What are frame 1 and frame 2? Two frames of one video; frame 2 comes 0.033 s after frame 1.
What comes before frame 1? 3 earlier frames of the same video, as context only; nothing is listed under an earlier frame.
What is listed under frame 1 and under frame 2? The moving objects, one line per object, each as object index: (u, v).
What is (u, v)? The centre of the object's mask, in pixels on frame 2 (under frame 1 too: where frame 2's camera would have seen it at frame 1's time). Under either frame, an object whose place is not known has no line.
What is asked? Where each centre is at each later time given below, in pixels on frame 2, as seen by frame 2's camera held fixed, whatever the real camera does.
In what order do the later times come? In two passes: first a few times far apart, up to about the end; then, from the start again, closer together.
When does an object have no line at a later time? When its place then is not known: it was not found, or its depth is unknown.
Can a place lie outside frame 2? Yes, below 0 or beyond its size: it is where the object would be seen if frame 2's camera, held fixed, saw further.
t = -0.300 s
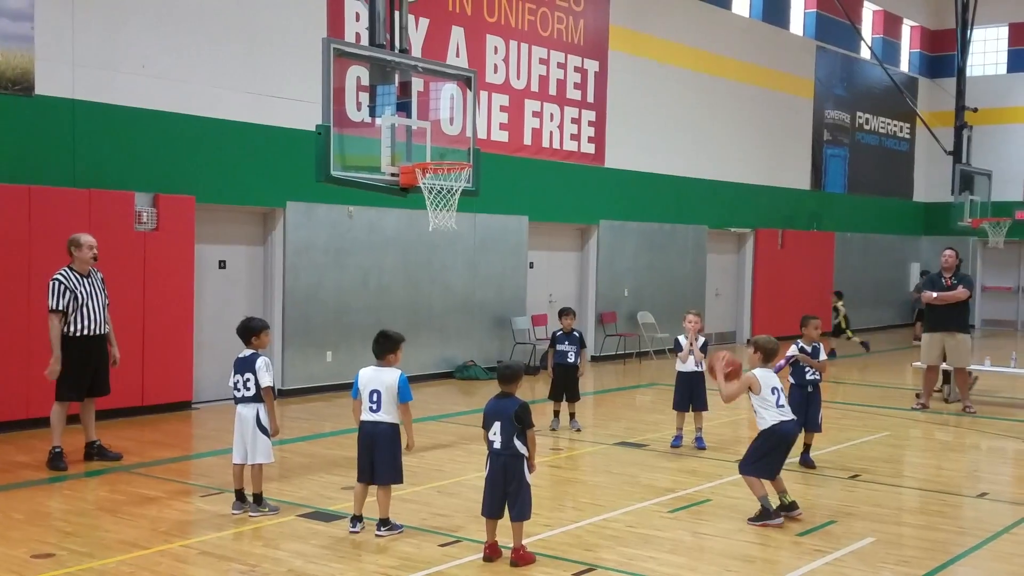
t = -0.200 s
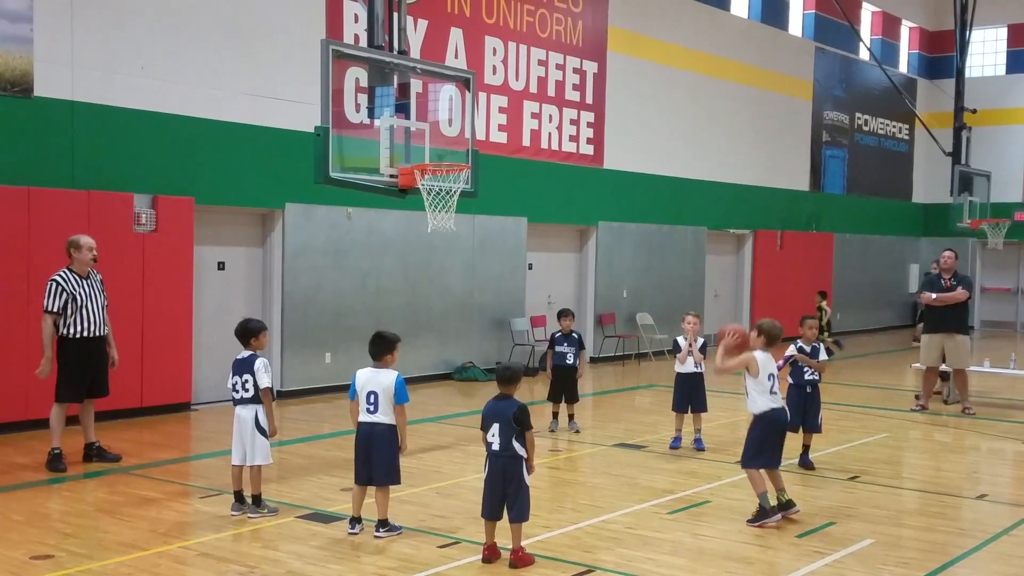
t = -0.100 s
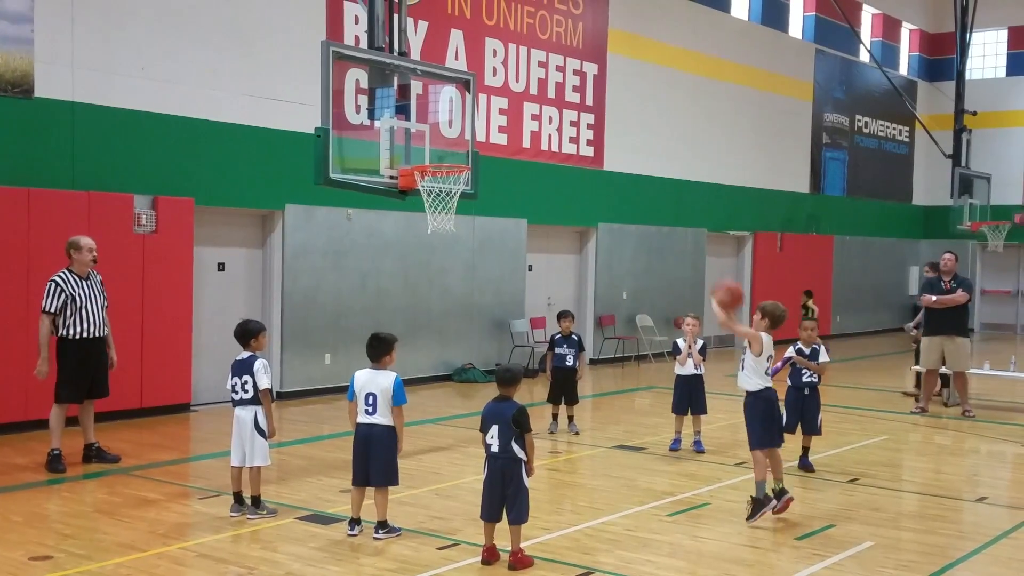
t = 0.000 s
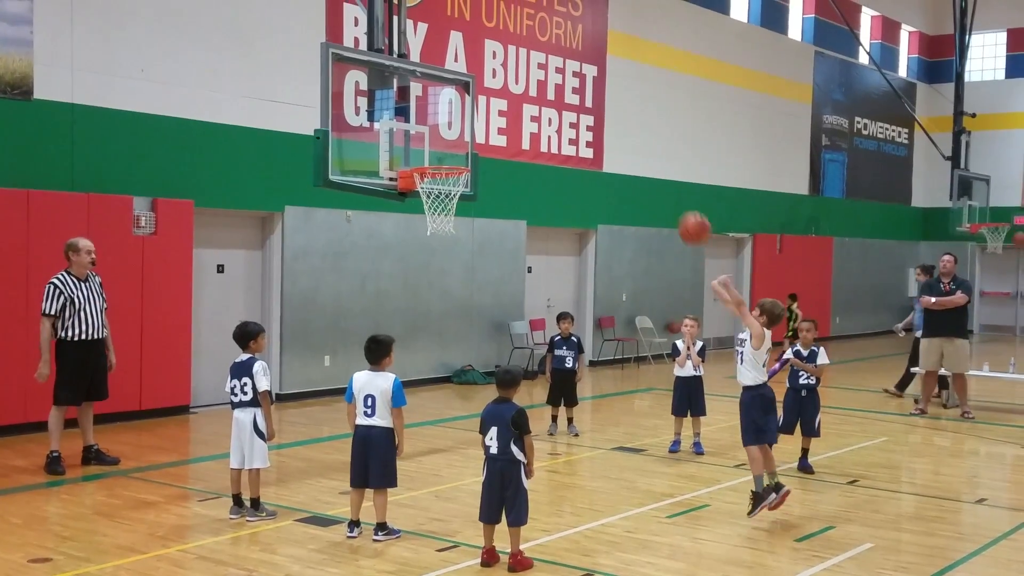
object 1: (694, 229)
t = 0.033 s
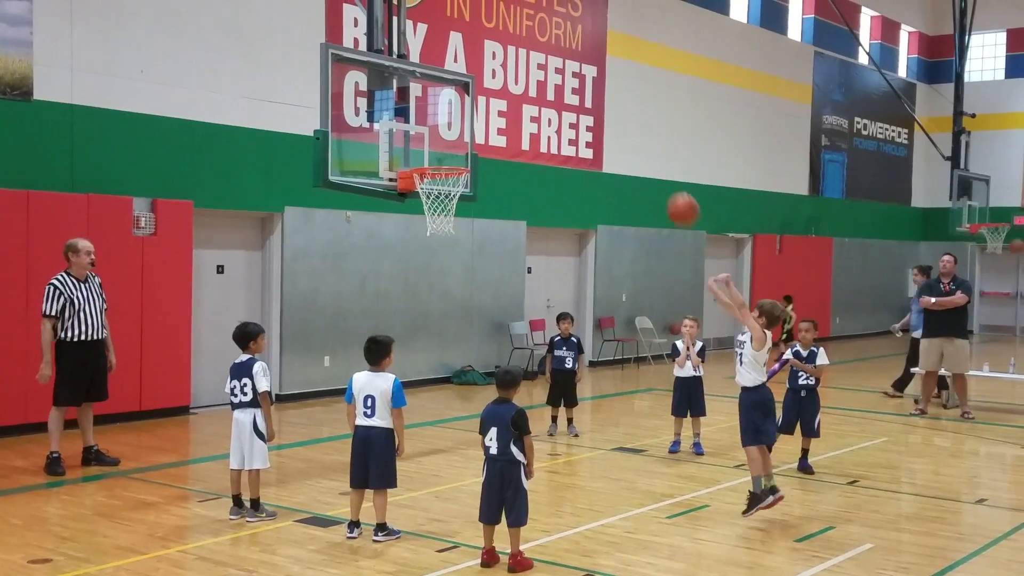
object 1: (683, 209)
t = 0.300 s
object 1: (595, 111)
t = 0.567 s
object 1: (514, 108)
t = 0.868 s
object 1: (442, 161)
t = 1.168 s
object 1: (447, 162)
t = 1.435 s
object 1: (455, 210)
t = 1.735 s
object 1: (433, 309)
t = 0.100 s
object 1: (660, 176)
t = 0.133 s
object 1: (649, 161)
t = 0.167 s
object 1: (638, 148)
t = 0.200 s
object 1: (627, 137)
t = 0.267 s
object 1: (605, 118)
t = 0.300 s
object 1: (595, 111)
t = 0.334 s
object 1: (584, 105)
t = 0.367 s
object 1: (574, 102)
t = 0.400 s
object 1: (564, 100)
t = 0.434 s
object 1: (554, 99)
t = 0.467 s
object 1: (544, 99)
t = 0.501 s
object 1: (534, 101)
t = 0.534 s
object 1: (524, 105)
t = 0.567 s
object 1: (514, 108)
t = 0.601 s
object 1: (506, 114)
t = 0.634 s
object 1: (496, 122)
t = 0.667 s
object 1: (486, 131)
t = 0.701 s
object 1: (477, 140)
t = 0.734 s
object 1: (467, 152)
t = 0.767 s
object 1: (460, 157)
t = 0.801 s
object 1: (454, 158)
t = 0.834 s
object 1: (449, 159)
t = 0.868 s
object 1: (442, 161)
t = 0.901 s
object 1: (436, 162)
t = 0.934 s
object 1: (432, 161)
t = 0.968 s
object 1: (427, 162)
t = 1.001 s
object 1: (428, 164)
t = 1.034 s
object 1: (430, 160)
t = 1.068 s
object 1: (435, 160)
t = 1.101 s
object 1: (439, 161)
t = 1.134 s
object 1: (443, 161)
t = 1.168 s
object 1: (447, 162)
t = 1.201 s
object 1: (452, 173)
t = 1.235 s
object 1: (455, 178)
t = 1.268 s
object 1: (458, 184)
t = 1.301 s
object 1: (460, 188)
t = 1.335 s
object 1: (460, 193)
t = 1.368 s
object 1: (459, 199)
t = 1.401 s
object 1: (457, 204)
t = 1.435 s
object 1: (455, 210)
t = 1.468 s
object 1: (453, 215)
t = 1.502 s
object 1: (451, 223)
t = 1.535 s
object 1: (448, 233)
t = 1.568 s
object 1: (445, 242)
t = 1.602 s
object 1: (442, 253)
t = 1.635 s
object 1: (440, 265)
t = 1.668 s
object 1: (437, 279)
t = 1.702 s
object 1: (435, 293)
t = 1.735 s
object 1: (433, 309)
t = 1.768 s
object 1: (430, 326)
